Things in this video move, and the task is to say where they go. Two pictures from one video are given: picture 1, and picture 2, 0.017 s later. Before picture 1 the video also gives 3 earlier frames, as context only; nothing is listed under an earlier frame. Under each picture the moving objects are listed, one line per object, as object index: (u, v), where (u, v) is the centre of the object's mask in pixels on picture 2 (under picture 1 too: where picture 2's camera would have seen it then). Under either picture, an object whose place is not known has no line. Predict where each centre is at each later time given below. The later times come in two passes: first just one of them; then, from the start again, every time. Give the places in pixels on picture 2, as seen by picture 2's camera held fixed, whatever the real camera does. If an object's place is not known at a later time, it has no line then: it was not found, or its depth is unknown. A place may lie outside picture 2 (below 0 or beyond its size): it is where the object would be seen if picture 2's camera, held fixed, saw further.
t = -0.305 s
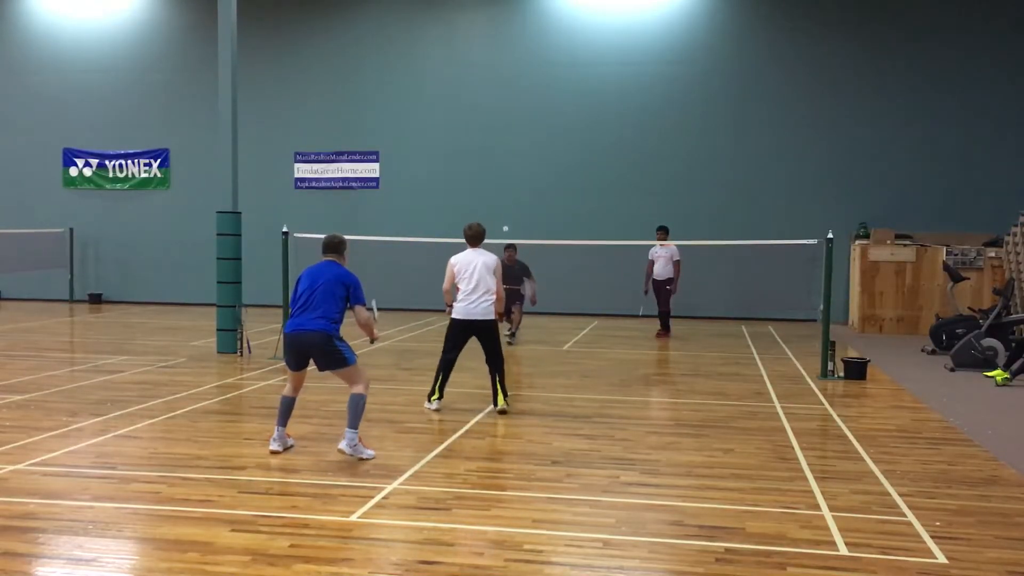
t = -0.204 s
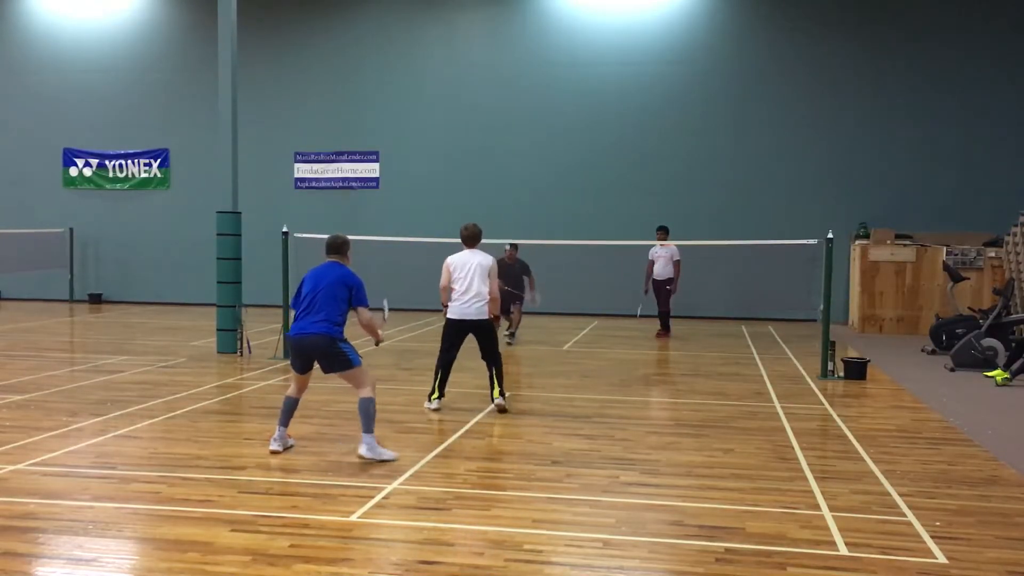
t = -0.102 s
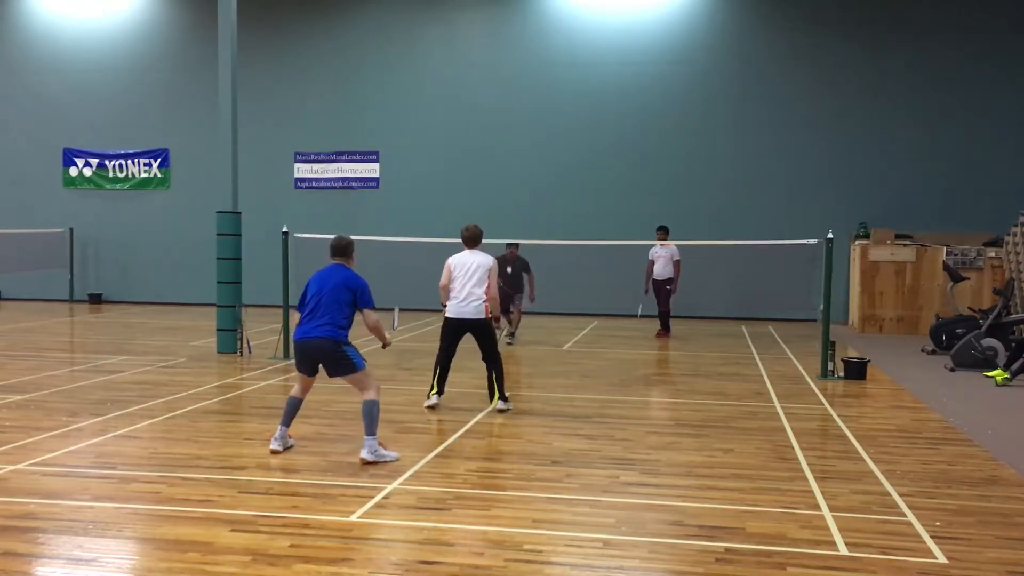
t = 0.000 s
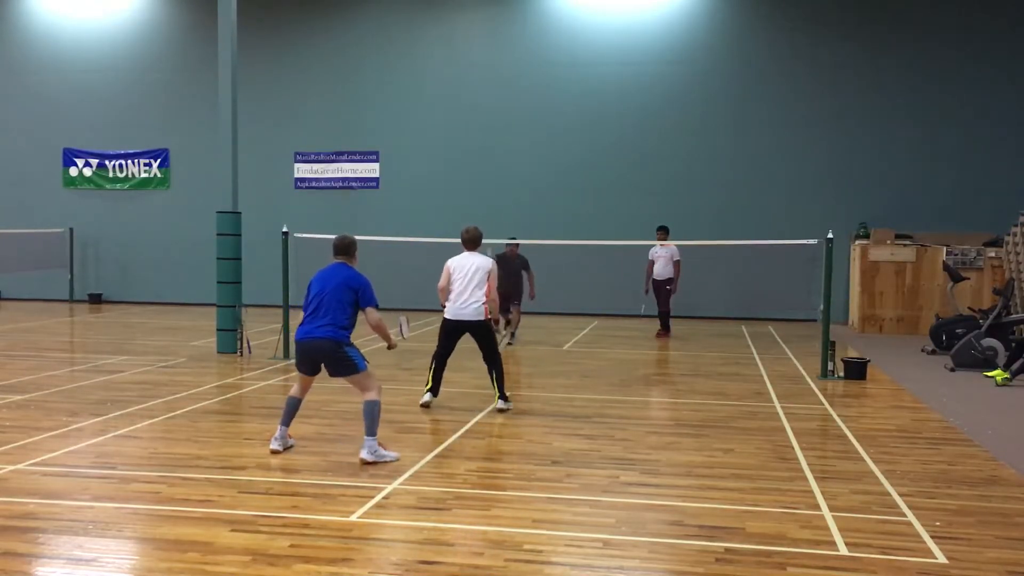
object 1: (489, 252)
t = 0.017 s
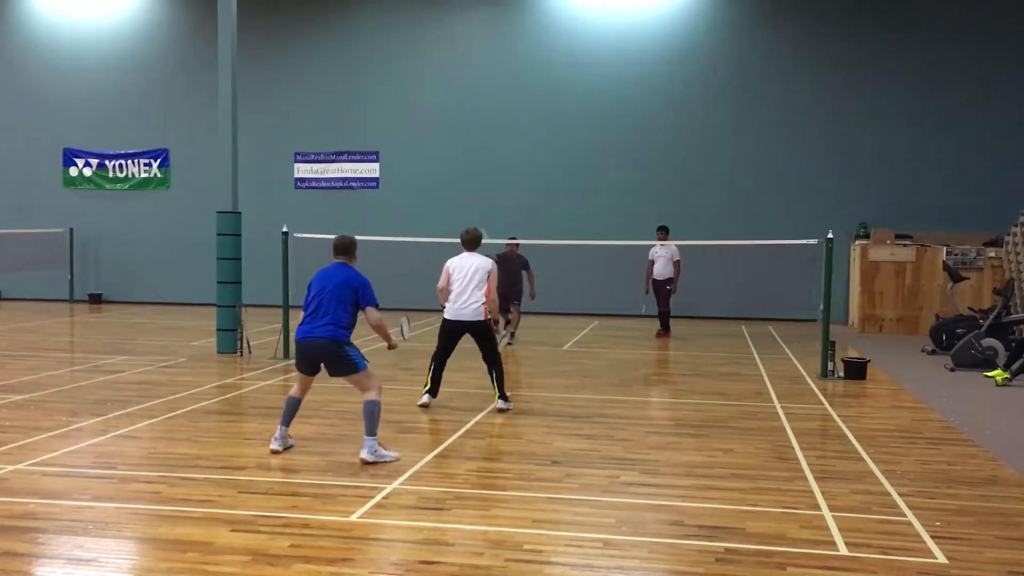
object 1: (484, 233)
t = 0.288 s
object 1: (400, 103)
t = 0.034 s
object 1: (478, 224)
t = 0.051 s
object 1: (471, 214)
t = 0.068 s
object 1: (465, 204)
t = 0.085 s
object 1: (459, 194)
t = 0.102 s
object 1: (454, 184)
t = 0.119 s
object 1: (447, 175)
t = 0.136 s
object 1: (443, 167)
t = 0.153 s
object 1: (438, 158)
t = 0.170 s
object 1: (433, 150)
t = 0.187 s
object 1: (428, 142)
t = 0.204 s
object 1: (423, 135)
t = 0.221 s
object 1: (418, 128)
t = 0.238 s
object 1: (413, 122)
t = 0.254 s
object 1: (409, 115)
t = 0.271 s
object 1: (403, 109)
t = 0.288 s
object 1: (400, 103)
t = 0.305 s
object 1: (395, 98)
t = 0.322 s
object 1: (390, 92)
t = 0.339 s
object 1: (385, 88)
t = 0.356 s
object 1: (381, 83)
